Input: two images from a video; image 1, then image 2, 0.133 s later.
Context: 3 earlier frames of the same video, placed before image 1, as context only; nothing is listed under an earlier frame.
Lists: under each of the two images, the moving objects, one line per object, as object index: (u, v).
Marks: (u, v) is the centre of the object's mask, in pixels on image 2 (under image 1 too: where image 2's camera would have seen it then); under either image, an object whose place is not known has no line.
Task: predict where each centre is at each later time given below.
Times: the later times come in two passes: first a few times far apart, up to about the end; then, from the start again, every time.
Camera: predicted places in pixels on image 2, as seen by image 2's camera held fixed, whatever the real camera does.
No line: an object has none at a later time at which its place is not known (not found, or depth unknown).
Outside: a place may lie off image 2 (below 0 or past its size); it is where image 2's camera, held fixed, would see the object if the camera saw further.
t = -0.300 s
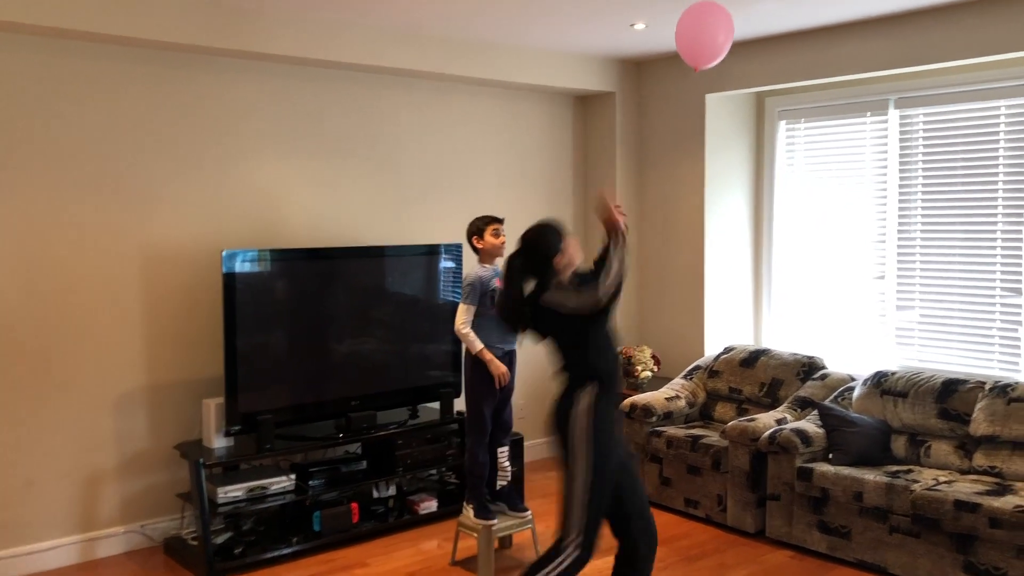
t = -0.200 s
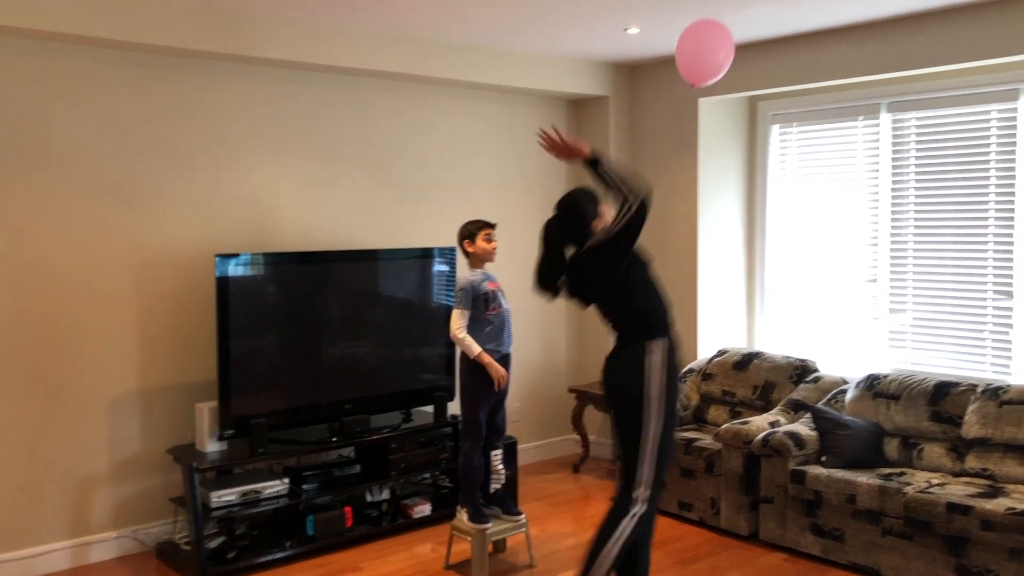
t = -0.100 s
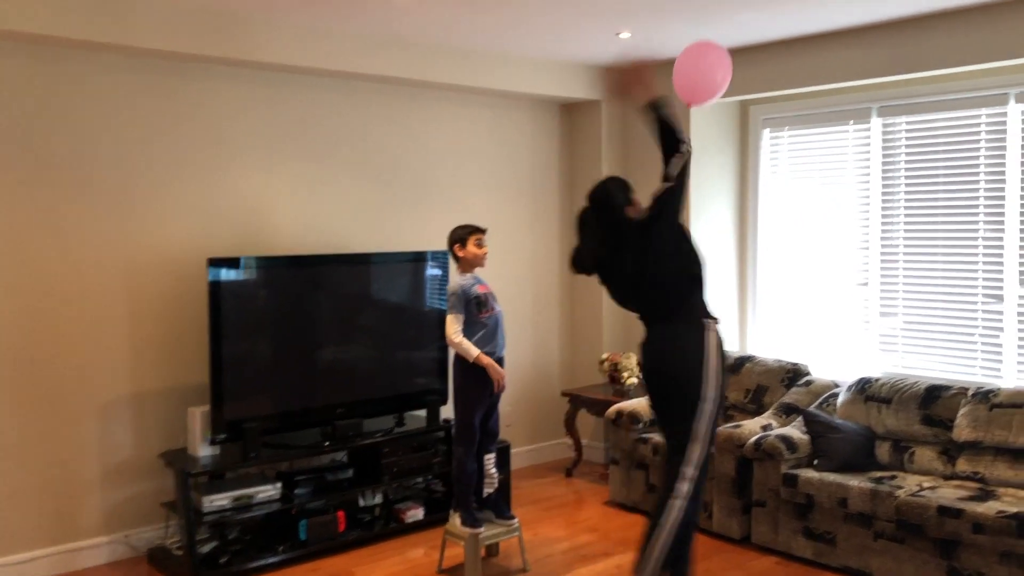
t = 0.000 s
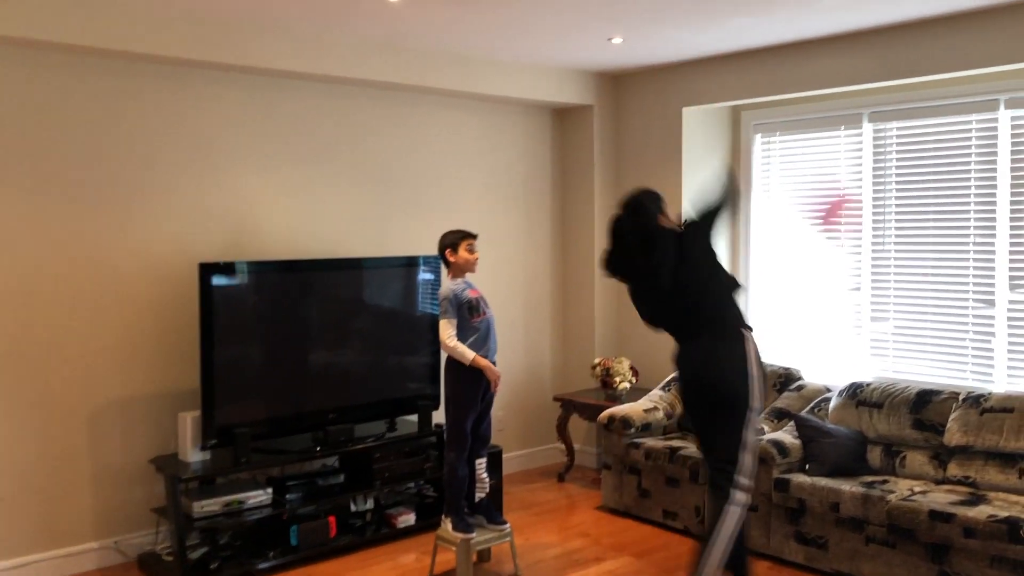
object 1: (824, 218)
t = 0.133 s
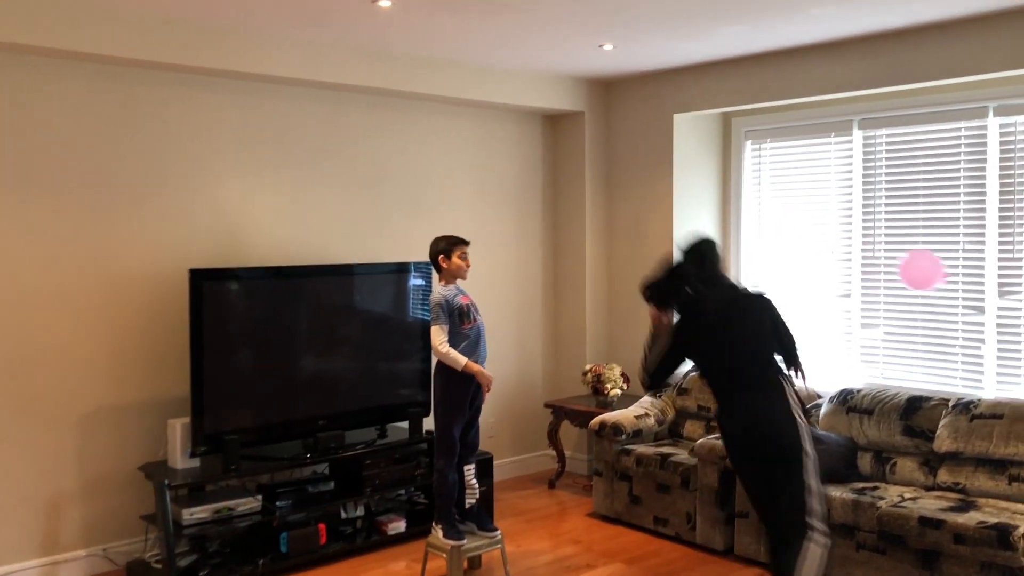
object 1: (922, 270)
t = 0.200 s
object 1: (941, 279)
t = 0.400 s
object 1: (927, 288)
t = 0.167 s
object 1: (933, 273)
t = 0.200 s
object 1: (941, 279)
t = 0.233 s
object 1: (943, 285)
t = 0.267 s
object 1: (938, 285)
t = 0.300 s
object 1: (935, 286)
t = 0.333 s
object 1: (933, 286)
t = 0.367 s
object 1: (930, 286)
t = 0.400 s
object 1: (927, 288)
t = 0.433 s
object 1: (925, 290)
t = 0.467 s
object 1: (922, 292)
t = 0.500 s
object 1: (920, 296)
